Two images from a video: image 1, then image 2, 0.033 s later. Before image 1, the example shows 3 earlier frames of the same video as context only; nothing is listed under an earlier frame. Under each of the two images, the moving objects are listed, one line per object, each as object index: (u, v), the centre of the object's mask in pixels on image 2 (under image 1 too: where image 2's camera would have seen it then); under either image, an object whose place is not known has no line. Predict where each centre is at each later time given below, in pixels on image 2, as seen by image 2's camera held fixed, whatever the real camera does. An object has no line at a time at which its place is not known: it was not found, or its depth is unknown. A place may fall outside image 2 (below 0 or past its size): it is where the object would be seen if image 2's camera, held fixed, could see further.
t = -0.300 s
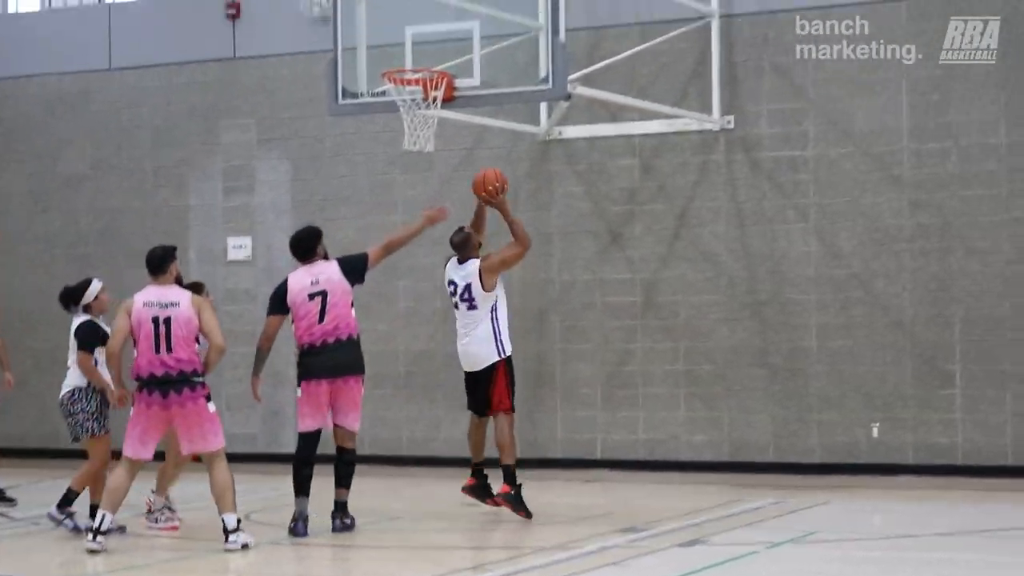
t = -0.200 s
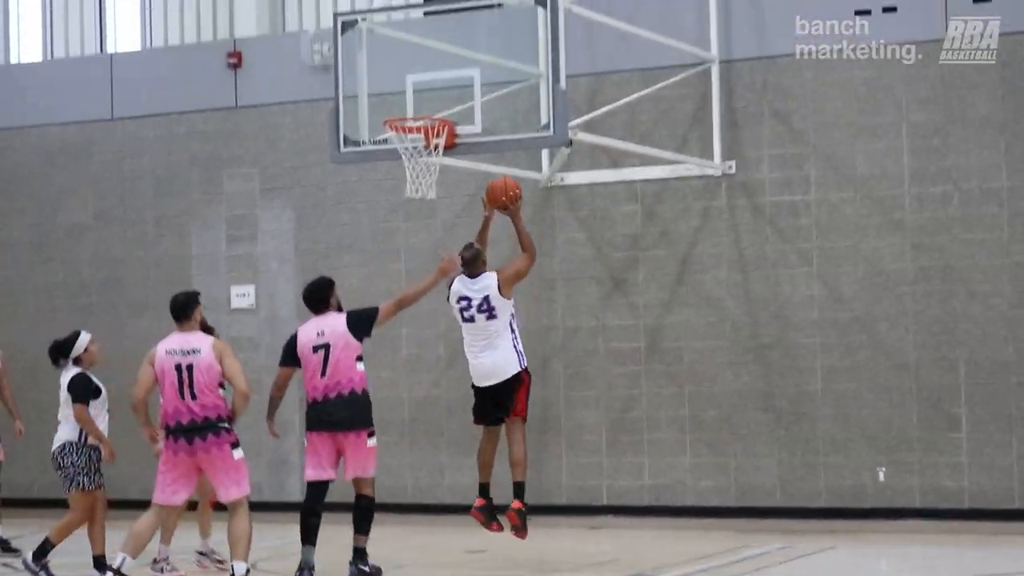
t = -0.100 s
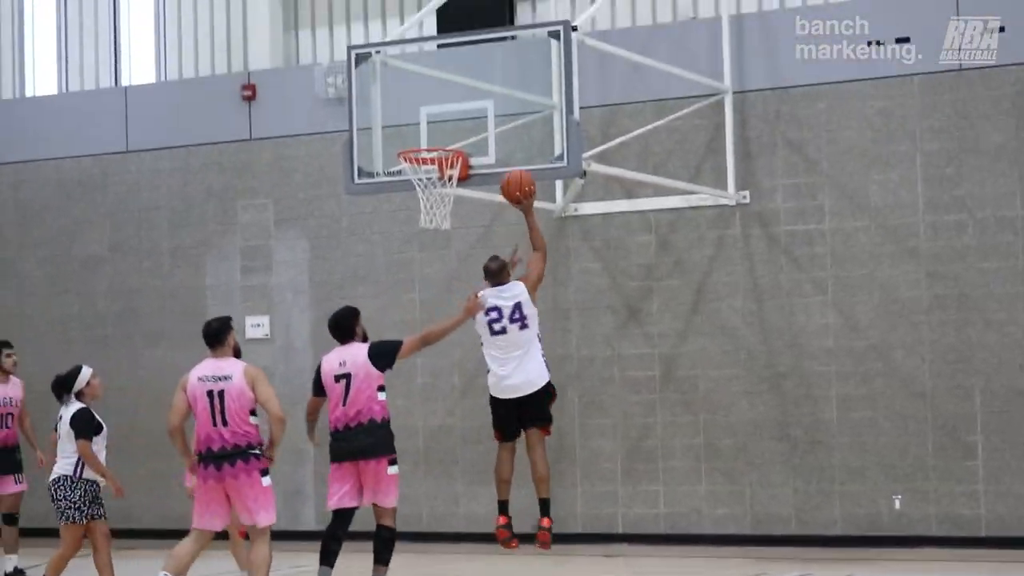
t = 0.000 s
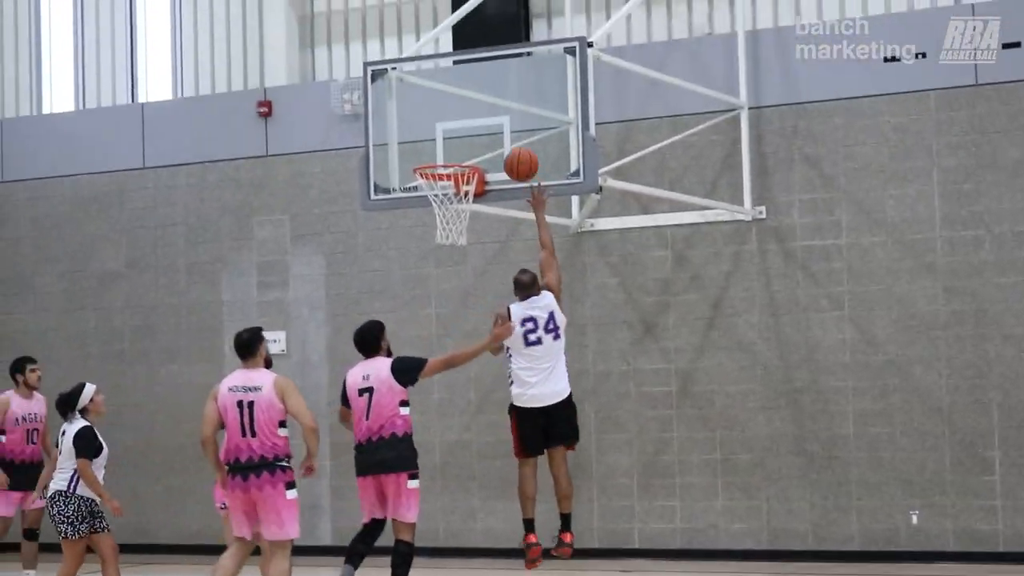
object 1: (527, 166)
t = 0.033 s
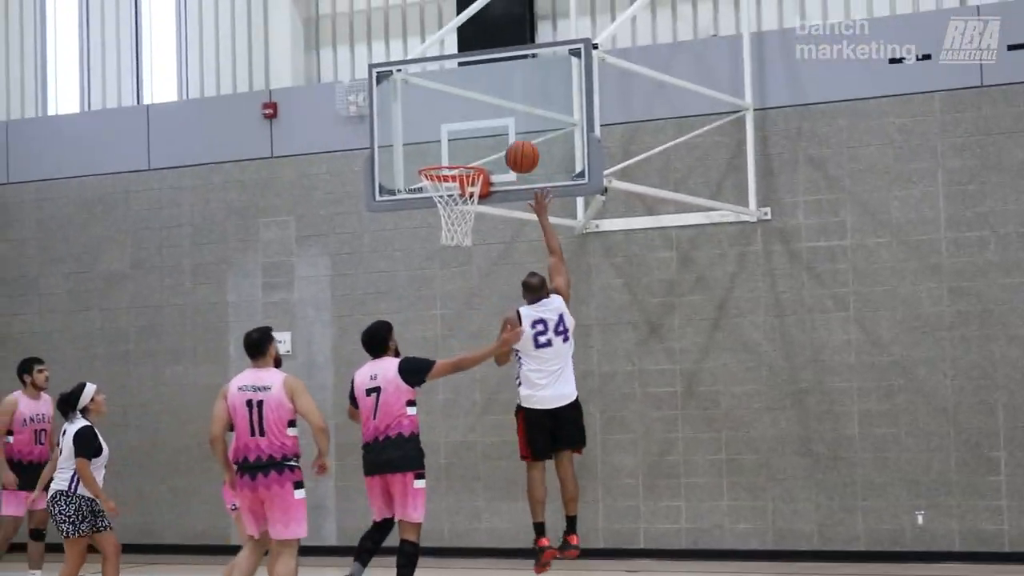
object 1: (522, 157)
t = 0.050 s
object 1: (519, 152)
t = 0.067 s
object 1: (517, 148)
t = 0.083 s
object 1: (515, 146)
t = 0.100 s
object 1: (513, 143)
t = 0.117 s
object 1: (511, 140)
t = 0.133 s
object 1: (509, 138)
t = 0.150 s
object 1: (507, 137)
